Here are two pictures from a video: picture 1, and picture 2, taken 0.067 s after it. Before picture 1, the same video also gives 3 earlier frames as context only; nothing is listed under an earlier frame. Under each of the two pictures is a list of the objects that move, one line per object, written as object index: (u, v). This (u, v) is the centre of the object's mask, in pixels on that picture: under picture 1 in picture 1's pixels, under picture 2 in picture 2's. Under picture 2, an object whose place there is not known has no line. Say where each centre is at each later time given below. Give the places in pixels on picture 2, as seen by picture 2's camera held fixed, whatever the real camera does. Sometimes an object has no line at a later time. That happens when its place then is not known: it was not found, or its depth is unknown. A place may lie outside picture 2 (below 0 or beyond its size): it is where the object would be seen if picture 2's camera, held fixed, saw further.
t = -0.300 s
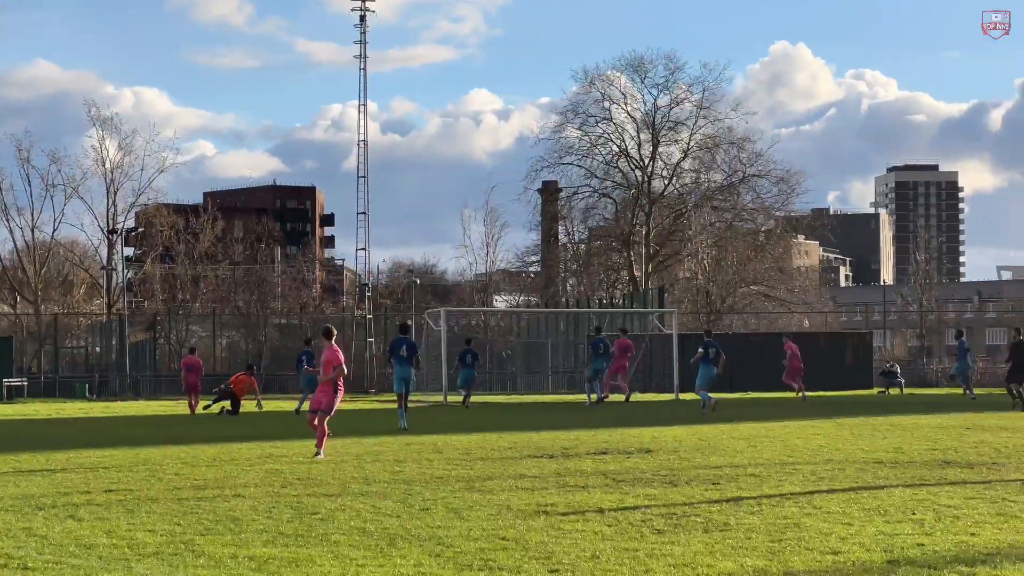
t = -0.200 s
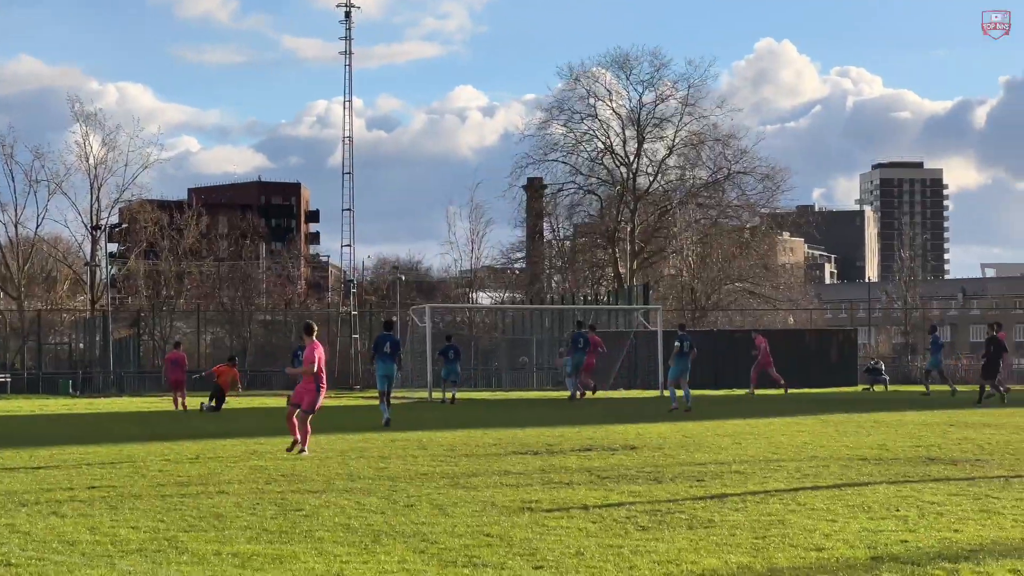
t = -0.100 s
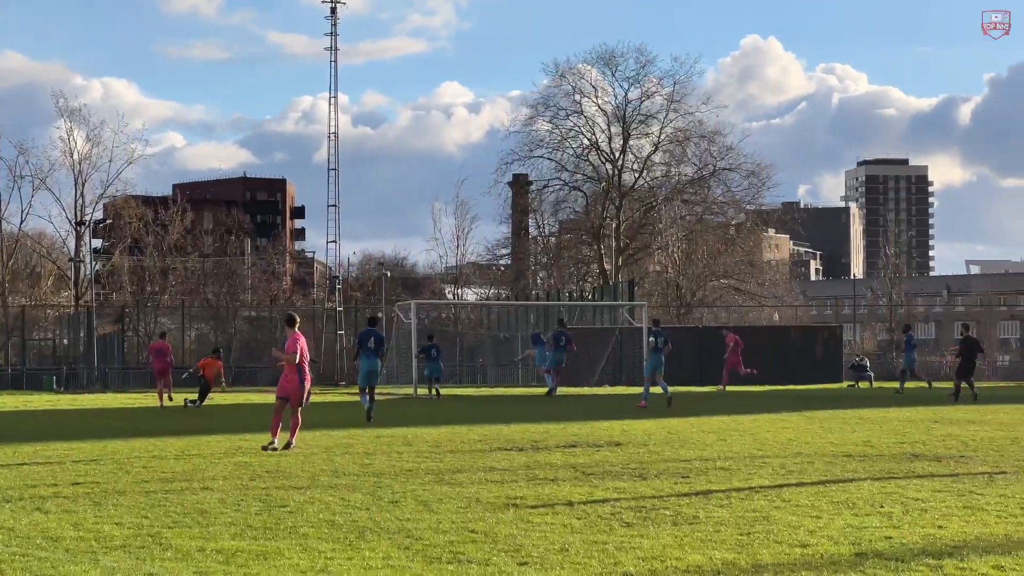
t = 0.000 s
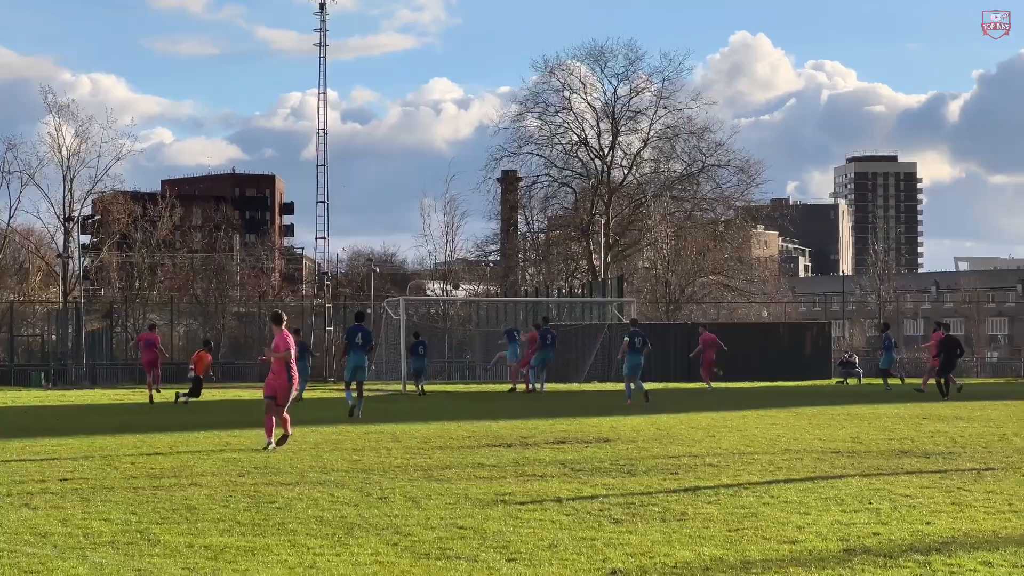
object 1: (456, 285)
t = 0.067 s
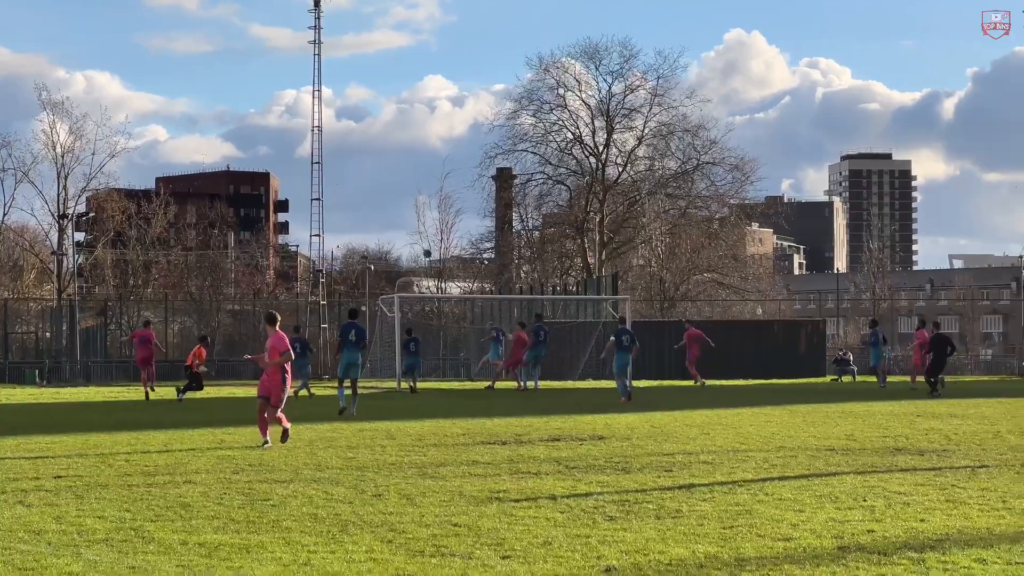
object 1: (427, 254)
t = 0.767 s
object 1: (203, 38)
